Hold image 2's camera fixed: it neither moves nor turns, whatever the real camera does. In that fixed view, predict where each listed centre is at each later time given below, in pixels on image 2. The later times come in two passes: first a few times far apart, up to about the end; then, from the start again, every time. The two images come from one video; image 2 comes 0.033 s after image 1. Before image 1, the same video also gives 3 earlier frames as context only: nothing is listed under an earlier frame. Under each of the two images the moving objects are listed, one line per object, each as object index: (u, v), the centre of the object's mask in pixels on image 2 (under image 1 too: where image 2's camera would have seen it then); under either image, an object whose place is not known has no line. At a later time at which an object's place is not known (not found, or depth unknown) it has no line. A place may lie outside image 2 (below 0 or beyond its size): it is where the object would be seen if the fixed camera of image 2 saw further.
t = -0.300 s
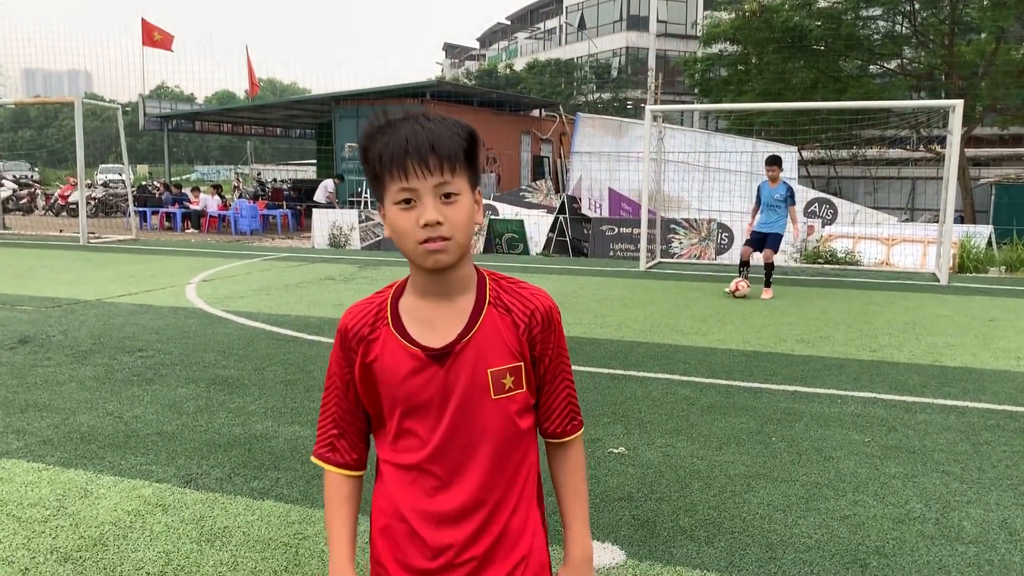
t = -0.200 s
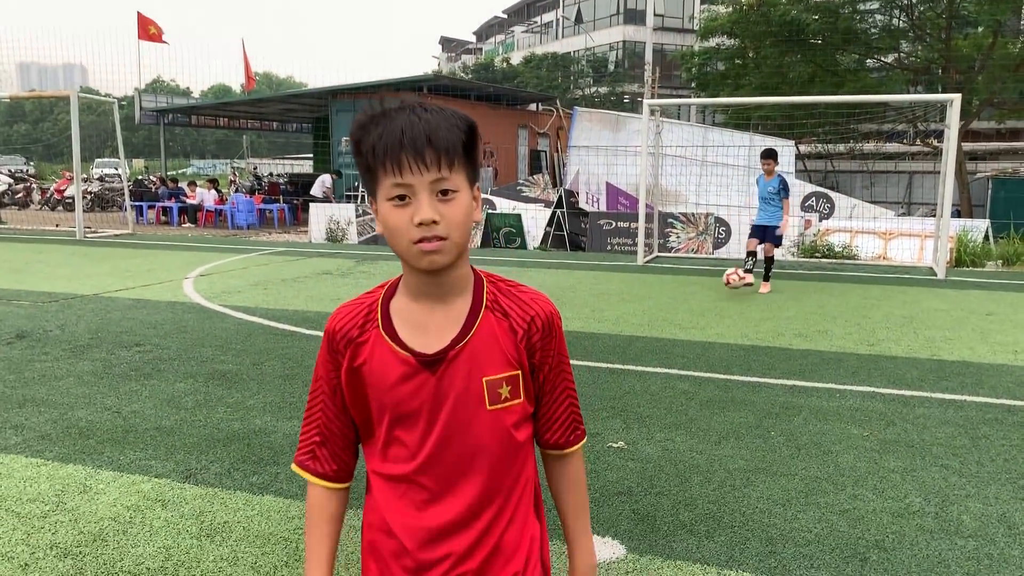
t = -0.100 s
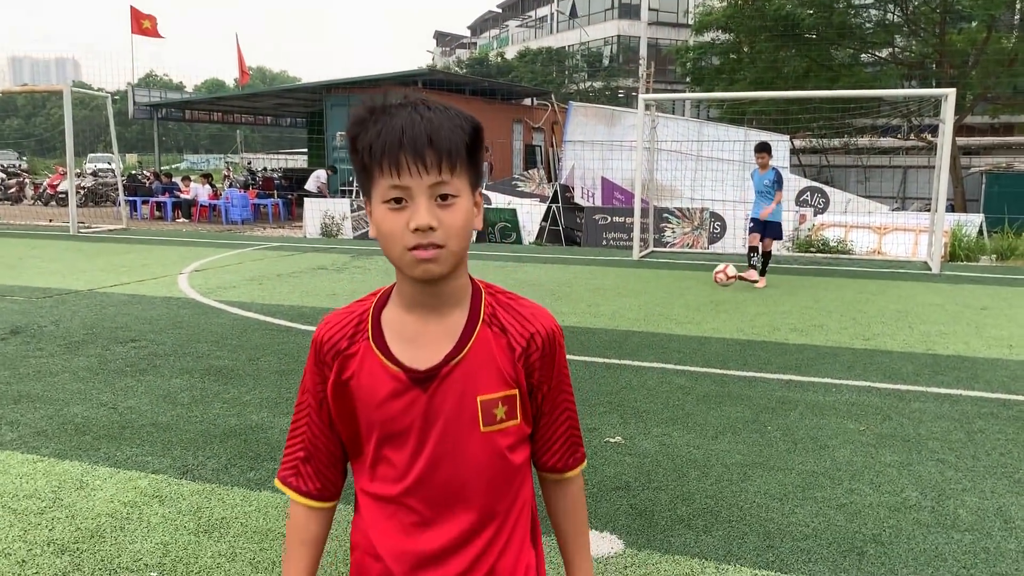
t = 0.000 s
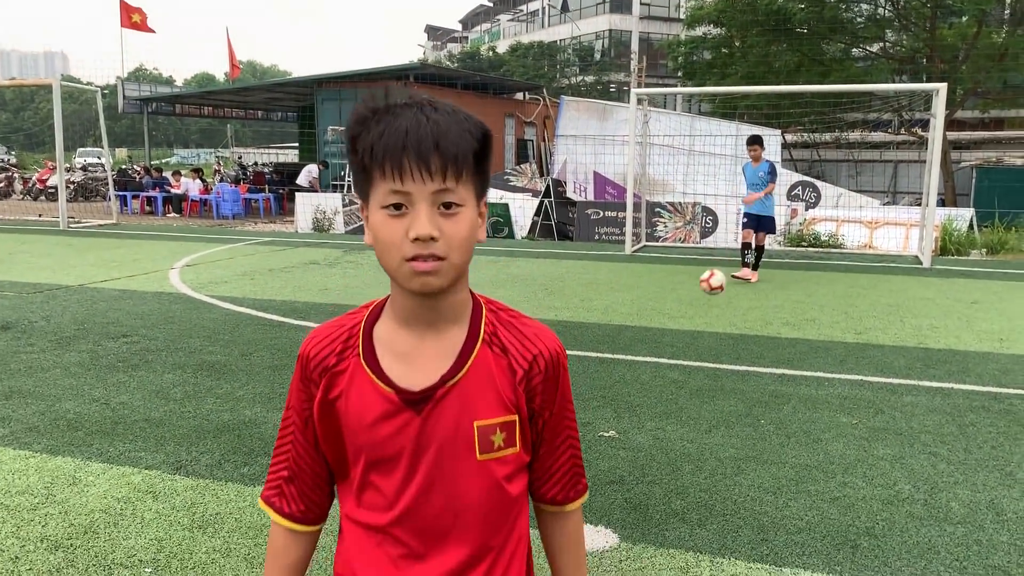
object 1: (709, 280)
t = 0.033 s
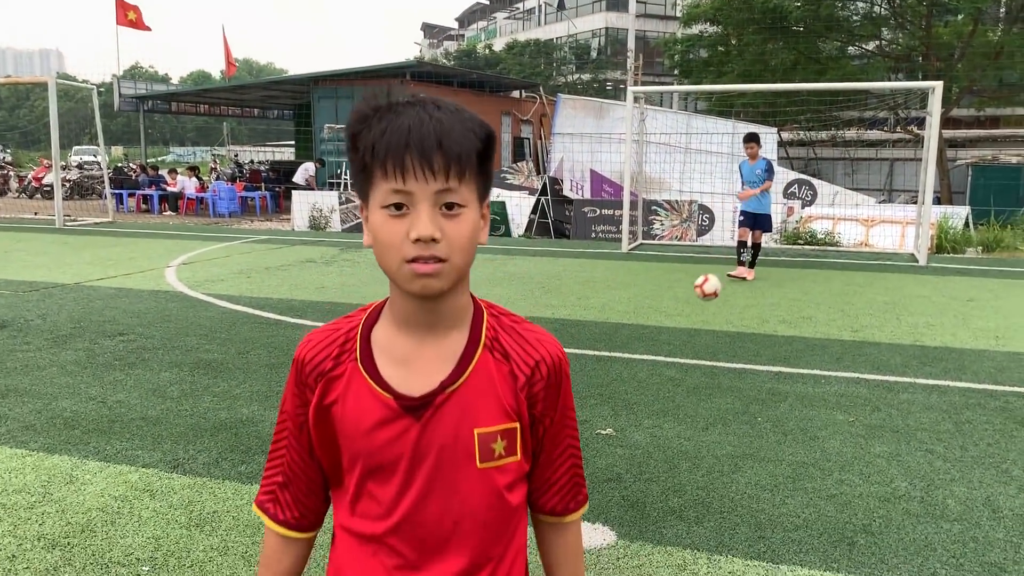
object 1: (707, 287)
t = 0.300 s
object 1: (692, 335)
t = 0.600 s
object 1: (667, 419)
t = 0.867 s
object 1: (633, 539)
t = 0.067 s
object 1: (706, 296)
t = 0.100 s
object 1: (704, 307)
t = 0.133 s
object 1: (701, 320)
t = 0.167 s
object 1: (700, 337)
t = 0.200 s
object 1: (698, 336)
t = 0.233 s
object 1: (696, 334)
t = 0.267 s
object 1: (694, 334)
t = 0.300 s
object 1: (692, 335)
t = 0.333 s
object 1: (690, 338)
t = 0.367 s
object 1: (687, 344)
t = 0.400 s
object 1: (685, 351)
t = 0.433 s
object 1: (682, 361)
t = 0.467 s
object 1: (680, 373)
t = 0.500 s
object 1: (676, 390)
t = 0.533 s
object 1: (672, 410)
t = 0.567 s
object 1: (669, 419)
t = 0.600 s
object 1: (667, 419)
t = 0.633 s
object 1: (664, 423)
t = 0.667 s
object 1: (661, 429)
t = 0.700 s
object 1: (657, 437)
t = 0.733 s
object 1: (653, 450)
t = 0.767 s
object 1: (649, 466)
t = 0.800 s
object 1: (643, 487)
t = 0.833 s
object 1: (639, 515)
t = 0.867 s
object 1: (633, 539)
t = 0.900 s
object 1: (627, 550)
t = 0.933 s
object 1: (620, 562)
